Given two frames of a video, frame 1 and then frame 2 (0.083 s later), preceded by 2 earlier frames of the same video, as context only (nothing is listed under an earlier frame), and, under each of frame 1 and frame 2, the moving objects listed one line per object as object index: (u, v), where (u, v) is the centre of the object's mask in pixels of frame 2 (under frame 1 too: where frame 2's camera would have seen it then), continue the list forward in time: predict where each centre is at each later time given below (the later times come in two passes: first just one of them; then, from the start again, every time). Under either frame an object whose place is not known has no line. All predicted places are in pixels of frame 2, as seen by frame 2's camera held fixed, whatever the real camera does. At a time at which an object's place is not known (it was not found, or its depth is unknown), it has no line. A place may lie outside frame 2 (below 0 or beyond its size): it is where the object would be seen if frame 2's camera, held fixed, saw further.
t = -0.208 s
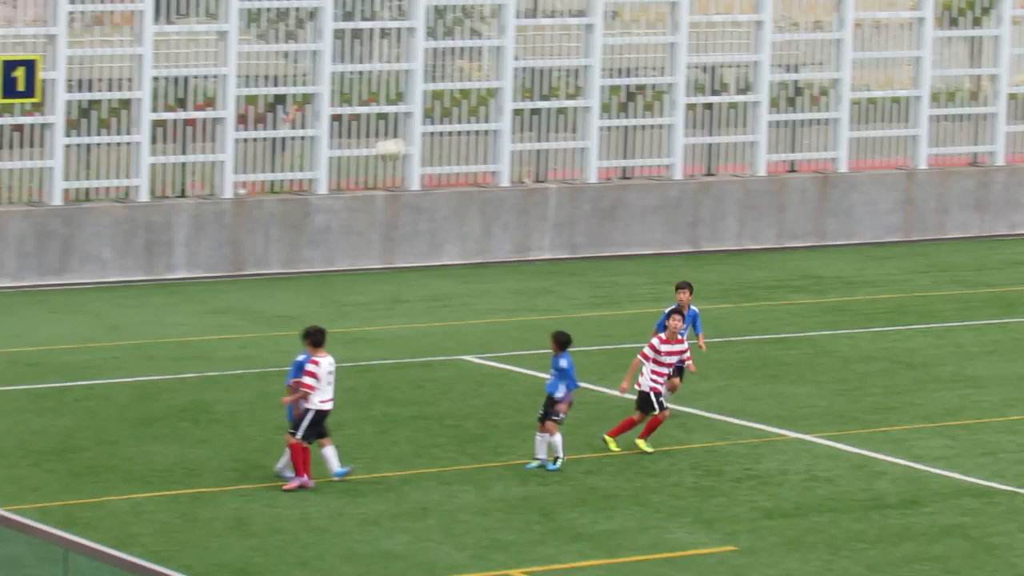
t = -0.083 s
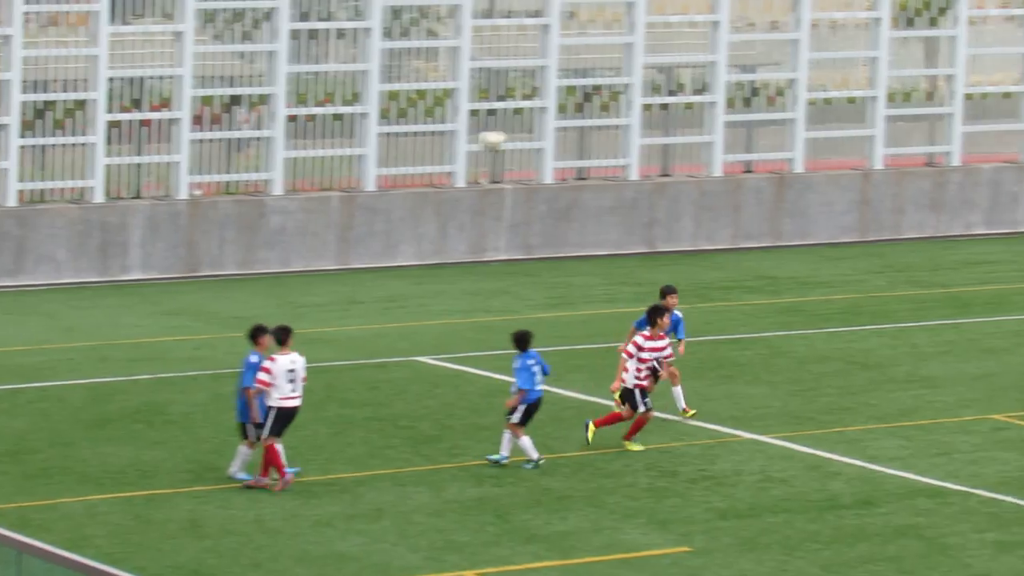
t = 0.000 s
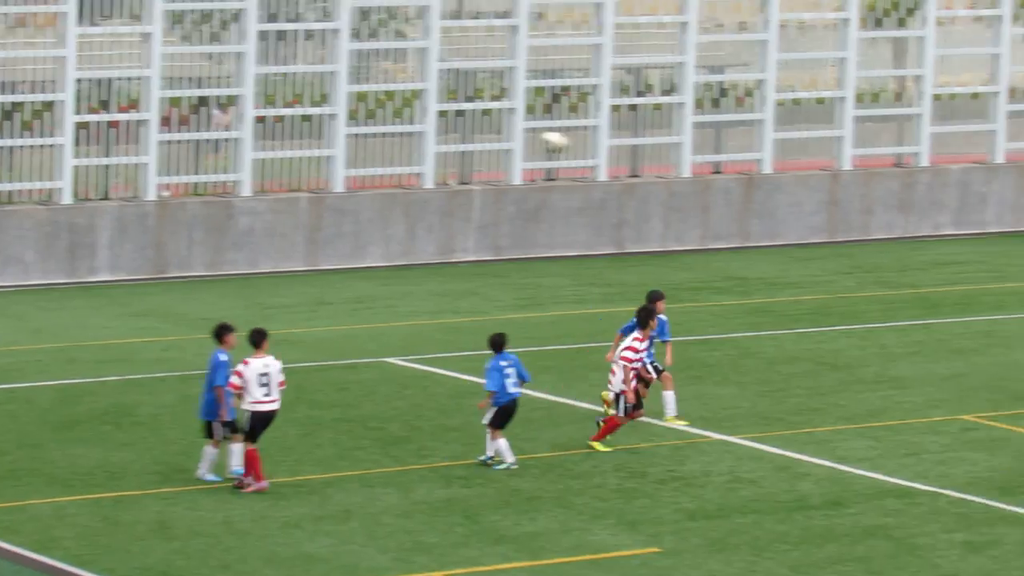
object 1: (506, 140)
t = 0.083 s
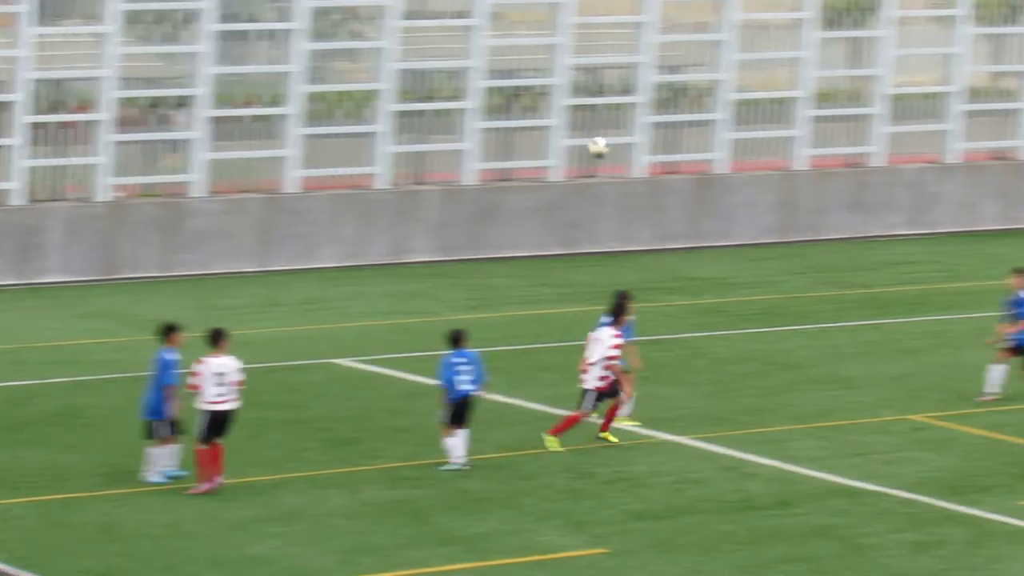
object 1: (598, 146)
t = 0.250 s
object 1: (767, 173)
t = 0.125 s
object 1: (642, 152)
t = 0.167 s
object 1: (683, 156)
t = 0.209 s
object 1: (725, 165)
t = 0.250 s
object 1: (767, 173)
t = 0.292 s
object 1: (808, 183)
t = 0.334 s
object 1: (850, 193)
